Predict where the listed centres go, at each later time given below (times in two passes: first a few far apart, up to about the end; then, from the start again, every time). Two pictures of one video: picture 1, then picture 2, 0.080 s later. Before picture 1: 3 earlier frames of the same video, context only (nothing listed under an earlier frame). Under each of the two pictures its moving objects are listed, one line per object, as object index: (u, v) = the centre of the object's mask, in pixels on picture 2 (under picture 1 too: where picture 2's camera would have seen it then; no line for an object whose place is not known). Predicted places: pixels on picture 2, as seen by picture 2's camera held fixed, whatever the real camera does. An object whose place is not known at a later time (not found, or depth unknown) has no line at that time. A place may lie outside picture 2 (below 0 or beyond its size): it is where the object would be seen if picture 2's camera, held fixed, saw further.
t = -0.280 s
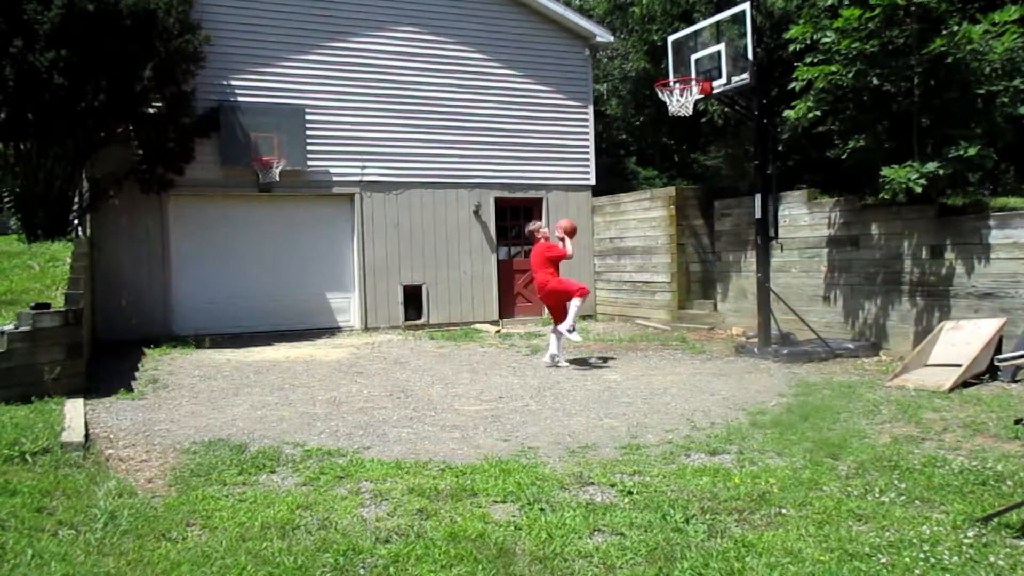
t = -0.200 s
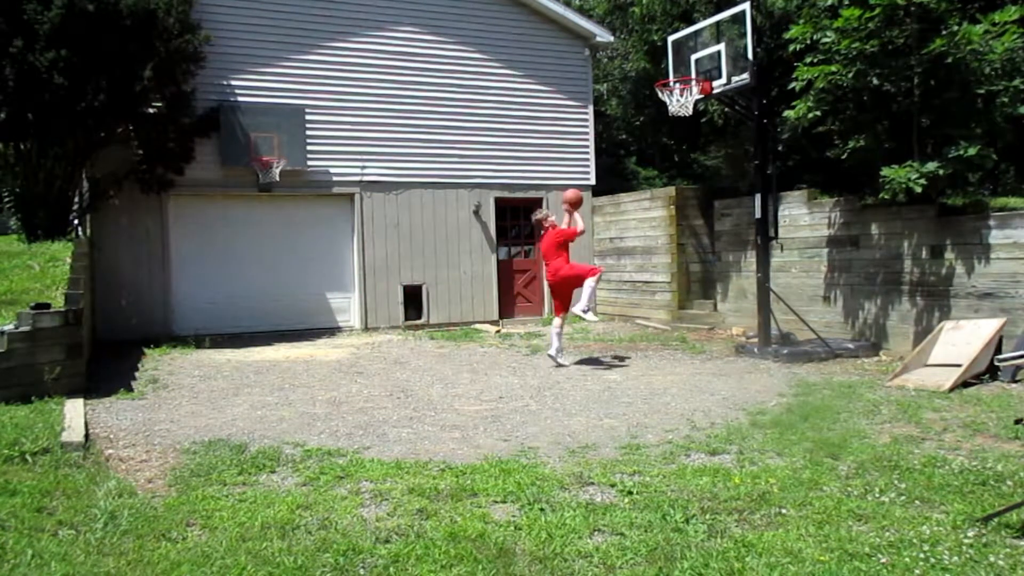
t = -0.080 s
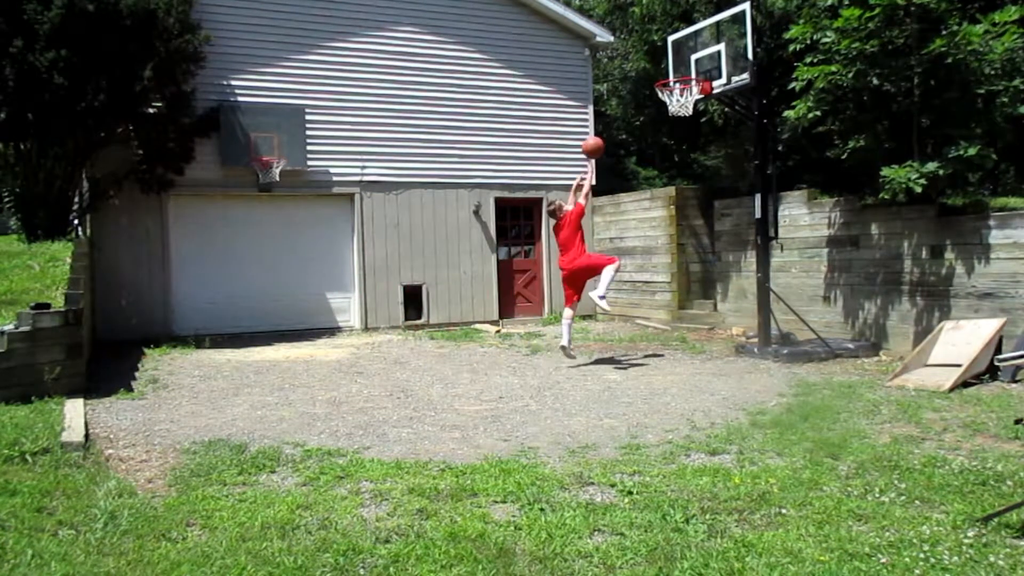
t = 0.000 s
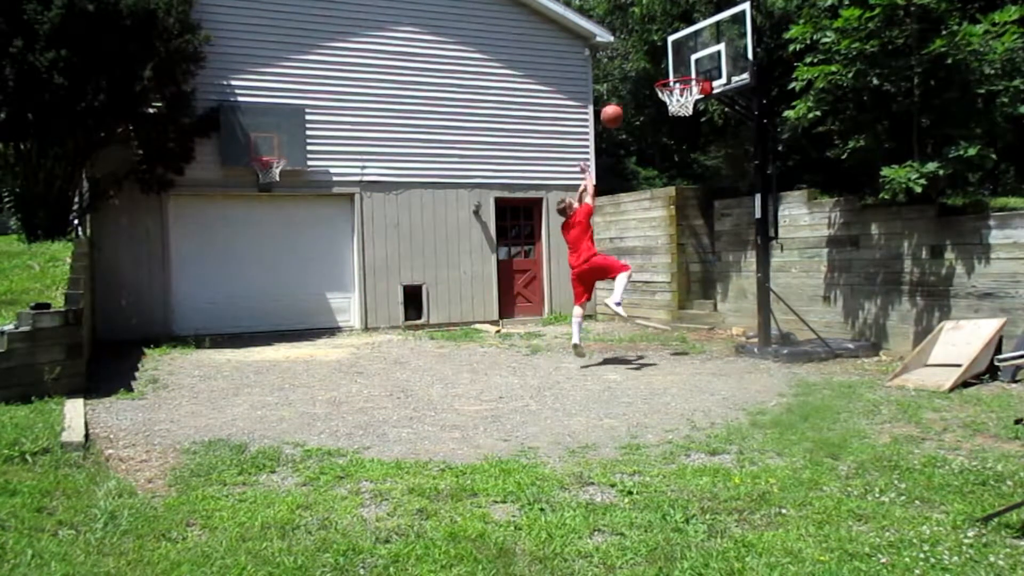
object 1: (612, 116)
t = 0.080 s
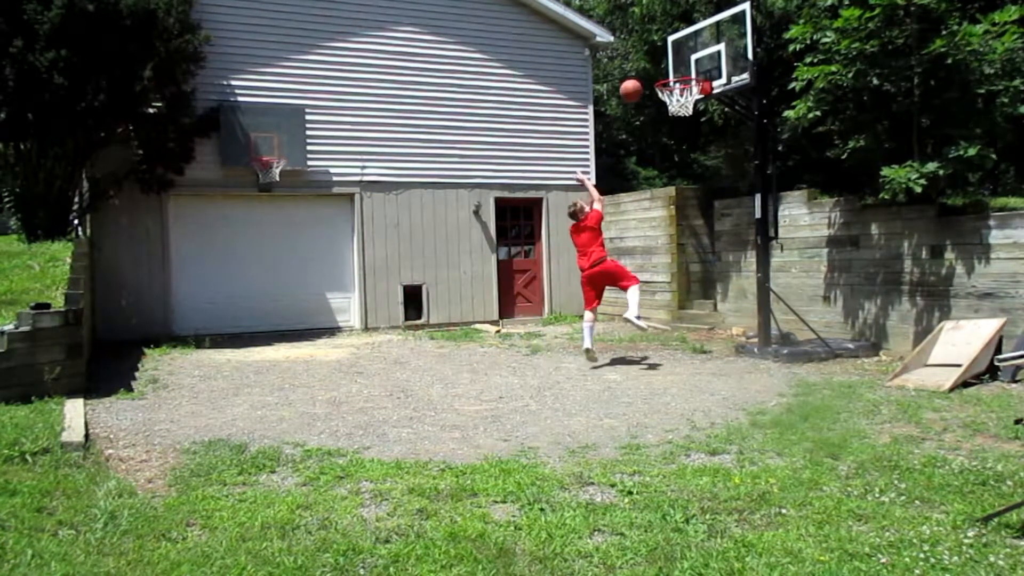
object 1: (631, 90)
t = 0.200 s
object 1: (660, 64)
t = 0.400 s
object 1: (684, 51)
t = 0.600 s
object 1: (671, 72)
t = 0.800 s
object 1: (678, 88)
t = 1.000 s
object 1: (689, 125)
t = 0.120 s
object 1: (641, 80)
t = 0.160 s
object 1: (650, 71)
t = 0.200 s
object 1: (660, 64)
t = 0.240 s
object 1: (670, 58)
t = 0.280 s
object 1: (680, 52)
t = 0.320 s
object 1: (689, 51)
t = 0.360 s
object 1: (686, 50)
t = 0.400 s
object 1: (684, 51)
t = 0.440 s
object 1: (680, 54)
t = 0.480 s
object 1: (678, 58)
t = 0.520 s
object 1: (675, 65)
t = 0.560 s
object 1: (672, 70)
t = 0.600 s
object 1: (671, 72)
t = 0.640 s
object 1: (673, 70)
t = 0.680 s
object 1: (674, 71)
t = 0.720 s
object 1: (675, 74)
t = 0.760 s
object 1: (676, 77)
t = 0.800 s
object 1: (678, 88)
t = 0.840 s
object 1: (680, 92)
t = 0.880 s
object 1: (682, 95)
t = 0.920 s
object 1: (686, 108)
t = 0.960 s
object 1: (687, 116)
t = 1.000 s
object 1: (689, 125)
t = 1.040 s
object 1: (691, 137)
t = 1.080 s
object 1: (693, 150)
